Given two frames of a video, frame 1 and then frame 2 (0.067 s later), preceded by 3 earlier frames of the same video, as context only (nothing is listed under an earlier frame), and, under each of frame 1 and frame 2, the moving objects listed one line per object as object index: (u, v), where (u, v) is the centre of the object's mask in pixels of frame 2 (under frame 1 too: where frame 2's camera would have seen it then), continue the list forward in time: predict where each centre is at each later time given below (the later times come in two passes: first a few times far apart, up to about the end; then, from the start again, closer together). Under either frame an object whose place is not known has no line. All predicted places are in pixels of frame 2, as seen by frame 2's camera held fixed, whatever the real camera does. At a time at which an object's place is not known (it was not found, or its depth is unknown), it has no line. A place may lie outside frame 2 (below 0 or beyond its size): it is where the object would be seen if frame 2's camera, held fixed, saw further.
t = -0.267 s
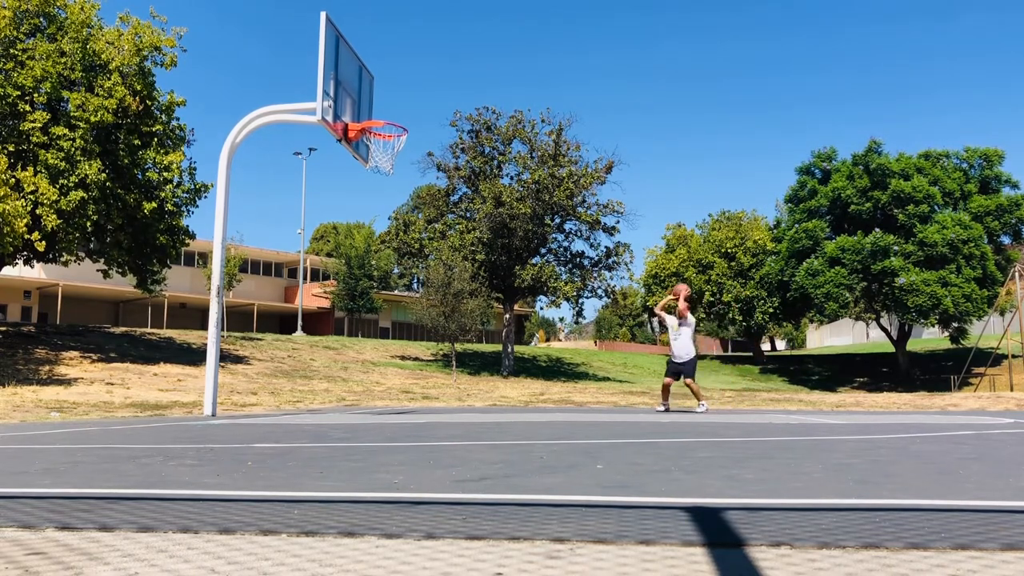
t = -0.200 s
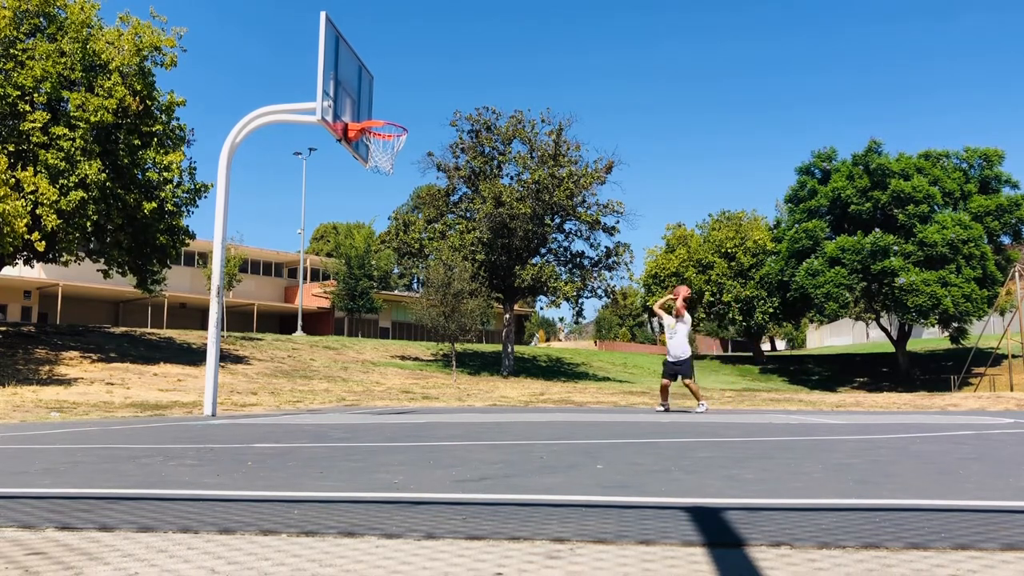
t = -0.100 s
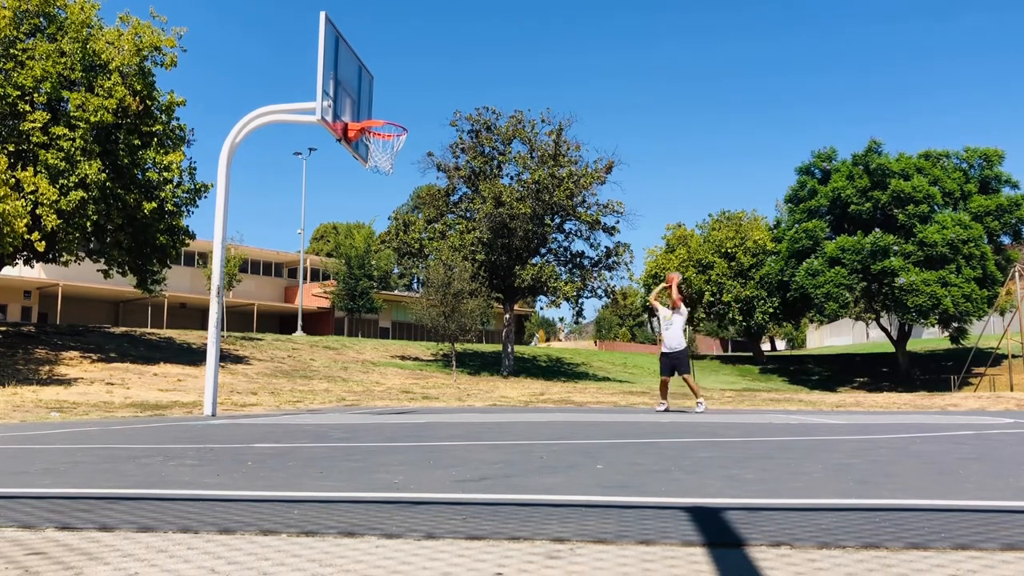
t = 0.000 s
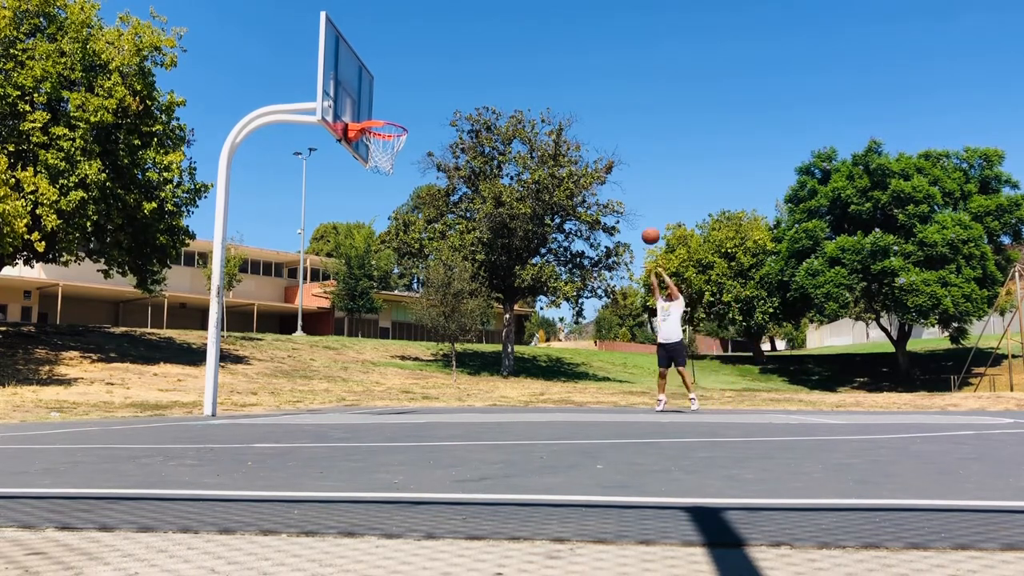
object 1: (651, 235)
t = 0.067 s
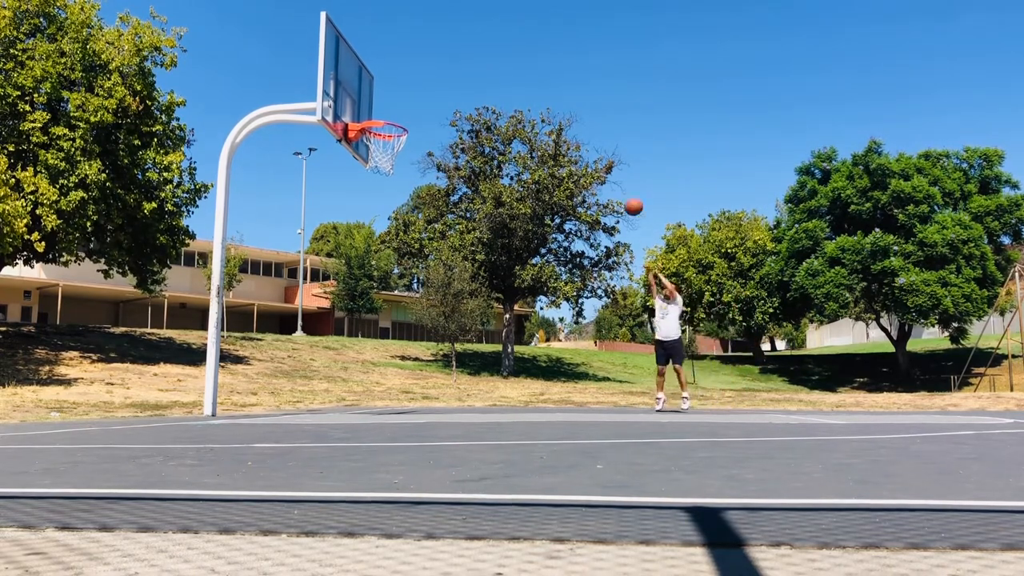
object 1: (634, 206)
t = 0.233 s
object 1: (589, 145)
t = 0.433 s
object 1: (534, 95)
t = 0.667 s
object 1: (463, 73)
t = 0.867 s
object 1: (397, 88)
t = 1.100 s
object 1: (386, 113)
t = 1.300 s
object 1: (422, 119)
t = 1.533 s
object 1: (468, 173)
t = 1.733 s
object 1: (509, 272)
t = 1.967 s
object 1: (562, 374)
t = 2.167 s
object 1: (615, 279)
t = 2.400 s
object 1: (682, 220)
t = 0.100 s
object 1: (625, 193)
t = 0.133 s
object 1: (616, 180)
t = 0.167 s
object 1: (607, 167)
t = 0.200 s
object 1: (598, 156)
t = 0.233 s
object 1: (589, 145)
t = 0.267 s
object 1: (580, 135)
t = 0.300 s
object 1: (571, 125)
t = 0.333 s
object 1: (562, 117)
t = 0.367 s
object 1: (553, 109)
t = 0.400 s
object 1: (543, 102)
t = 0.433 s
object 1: (534, 95)
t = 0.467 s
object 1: (524, 90)
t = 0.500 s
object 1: (514, 85)
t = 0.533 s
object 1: (504, 81)
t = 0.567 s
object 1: (495, 78)
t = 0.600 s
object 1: (484, 75)
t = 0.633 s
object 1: (474, 74)
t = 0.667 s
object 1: (463, 73)
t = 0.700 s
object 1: (453, 73)
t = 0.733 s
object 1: (442, 74)
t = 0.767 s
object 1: (431, 77)
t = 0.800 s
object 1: (420, 79)
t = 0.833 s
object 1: (409, 83)
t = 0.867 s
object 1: (397, 88)
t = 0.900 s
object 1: (386, 94)
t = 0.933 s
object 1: (374, 101)
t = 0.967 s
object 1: (368, 108)
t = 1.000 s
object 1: (371, 112)
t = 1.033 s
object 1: (374, 115)
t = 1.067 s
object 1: (380, 115)
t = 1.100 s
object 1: (386, 113)
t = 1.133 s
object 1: (392, 112)
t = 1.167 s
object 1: (397, 112)
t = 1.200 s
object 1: (404, 113)
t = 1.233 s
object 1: (410, 113)
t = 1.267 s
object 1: (416, 116)
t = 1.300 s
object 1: (422, 119)
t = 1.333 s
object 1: (428, 123)
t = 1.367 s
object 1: (434, 129)
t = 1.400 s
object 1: (441, 135)
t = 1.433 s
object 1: (448, 143)
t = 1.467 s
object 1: (454, 152)
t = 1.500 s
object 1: (461, 162)
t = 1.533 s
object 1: (468, 173)
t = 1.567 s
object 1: (475, 186)
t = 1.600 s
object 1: (481, 200)
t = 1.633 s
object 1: (488, 217)
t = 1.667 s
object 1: (495, 234)
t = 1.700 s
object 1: (502, 252)
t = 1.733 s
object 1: (509, 272)
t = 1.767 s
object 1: (516, 292)
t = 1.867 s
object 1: (539, 370)
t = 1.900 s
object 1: (546, 400)
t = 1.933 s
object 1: (554, 395)
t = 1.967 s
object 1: (562, 374)
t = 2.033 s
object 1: (580, 338)
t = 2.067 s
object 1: (588, 321)
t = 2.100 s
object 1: (597, 306)
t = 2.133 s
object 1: (606, 292)
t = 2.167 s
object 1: (615, 279)
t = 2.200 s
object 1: (623, 266)
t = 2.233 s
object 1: (633, 255)
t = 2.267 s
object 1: (642, 246)
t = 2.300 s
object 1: (651, 237)
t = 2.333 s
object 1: (662, 230)
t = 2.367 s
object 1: (671, 224)
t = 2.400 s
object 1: (682, 220)
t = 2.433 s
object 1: (692, 217)
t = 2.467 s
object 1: (702, 215)
